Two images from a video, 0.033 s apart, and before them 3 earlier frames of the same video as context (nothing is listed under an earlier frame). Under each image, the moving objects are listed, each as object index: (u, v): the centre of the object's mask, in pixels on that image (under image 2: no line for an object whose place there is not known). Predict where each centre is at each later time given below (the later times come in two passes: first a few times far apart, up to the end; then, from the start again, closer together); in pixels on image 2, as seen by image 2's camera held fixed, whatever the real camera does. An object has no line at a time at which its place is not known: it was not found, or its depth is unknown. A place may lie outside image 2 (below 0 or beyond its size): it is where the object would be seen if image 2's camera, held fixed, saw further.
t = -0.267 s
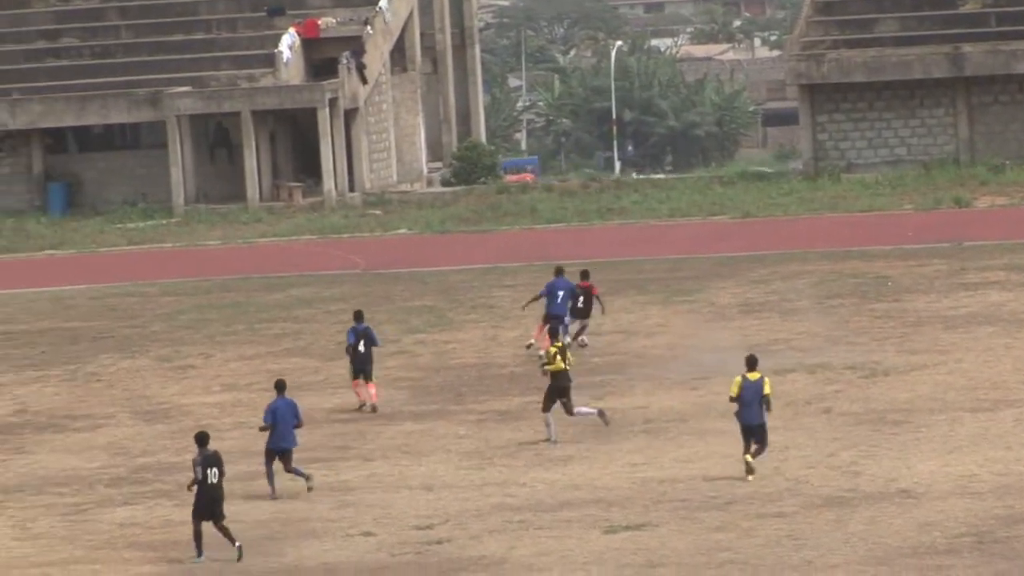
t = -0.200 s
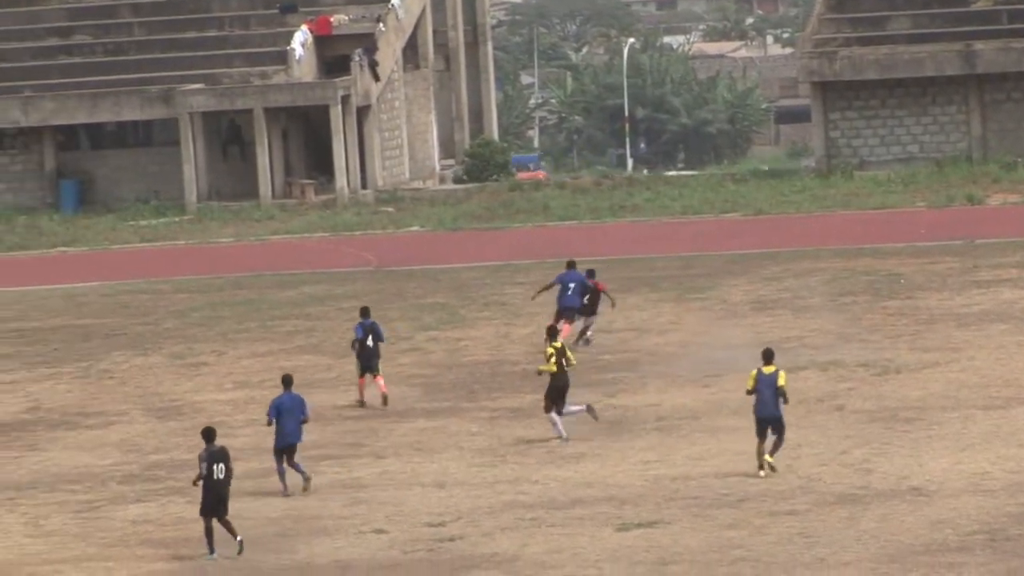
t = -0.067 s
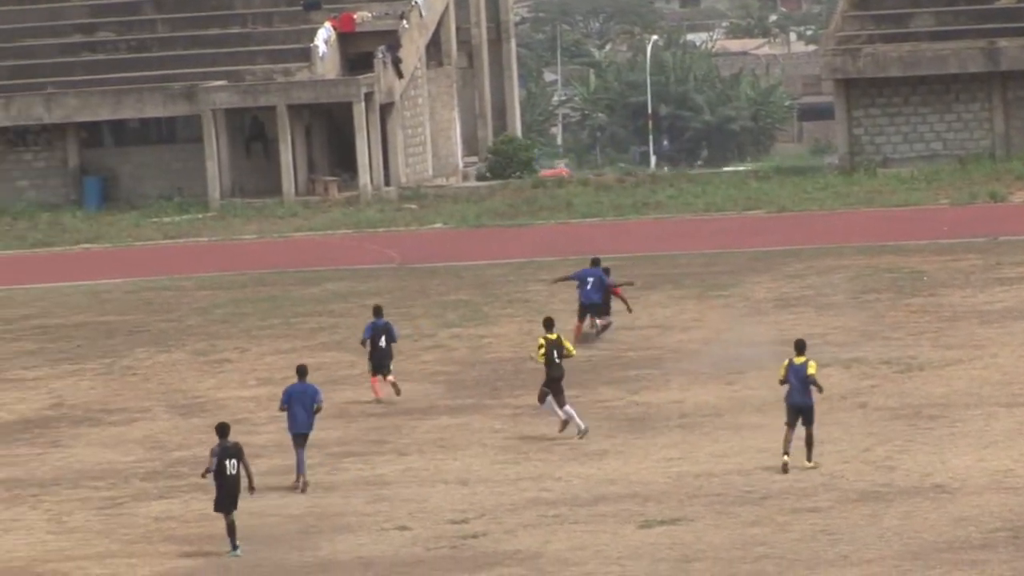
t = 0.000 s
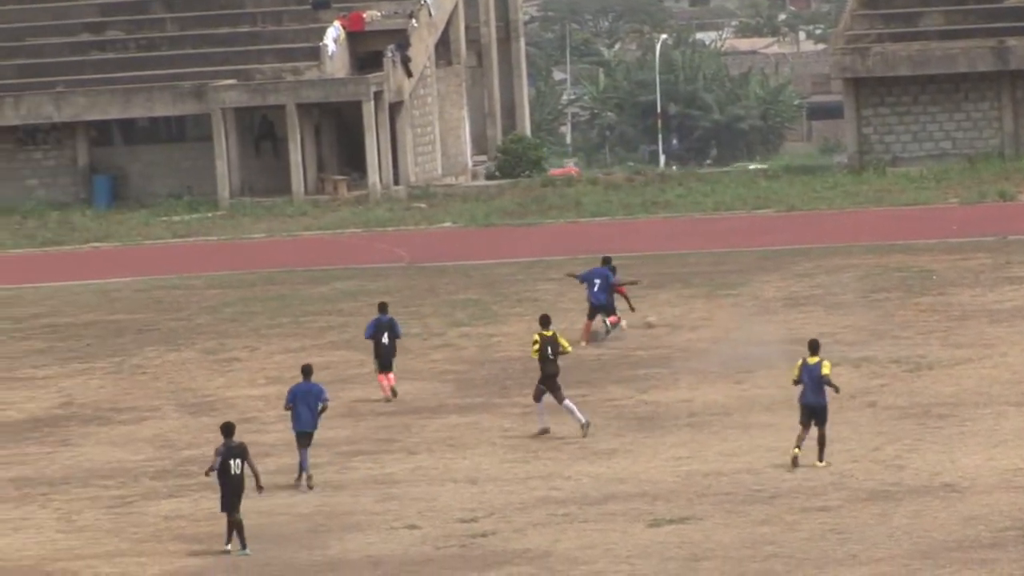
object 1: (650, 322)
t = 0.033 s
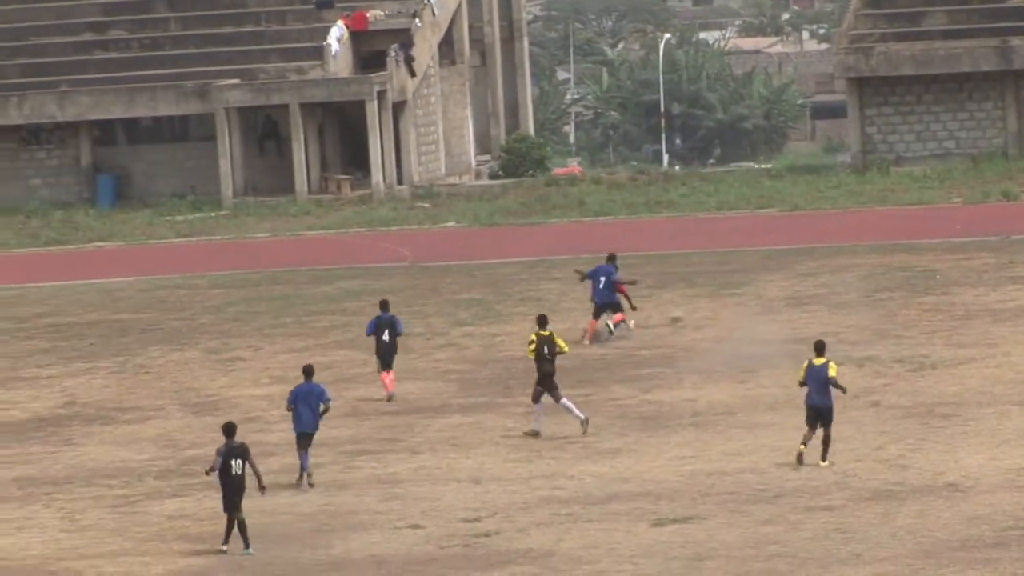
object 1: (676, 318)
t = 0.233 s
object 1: (808, 299)
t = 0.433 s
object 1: (933, 310)
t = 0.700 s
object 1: (1070, 297)
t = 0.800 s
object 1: (1119, 291)
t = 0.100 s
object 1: (719, 309)
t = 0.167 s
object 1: (763, 301)
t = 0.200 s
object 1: (786, 300)
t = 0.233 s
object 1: (808, 299)
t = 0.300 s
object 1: (851, 300)
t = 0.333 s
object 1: (871, 301)
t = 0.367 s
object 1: (893, 304)
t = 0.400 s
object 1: (913, 307)
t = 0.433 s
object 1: (933, 310)
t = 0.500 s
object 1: (968, 304)
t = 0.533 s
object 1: (986, 302)
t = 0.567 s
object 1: (1002, 302)
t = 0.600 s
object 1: (1019, 301)
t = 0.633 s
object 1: (1037, 301)
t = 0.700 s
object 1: (1070, 297)
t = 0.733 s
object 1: (1086, 295)
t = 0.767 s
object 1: (1103, 292)
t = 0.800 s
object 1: (1119, 291)
